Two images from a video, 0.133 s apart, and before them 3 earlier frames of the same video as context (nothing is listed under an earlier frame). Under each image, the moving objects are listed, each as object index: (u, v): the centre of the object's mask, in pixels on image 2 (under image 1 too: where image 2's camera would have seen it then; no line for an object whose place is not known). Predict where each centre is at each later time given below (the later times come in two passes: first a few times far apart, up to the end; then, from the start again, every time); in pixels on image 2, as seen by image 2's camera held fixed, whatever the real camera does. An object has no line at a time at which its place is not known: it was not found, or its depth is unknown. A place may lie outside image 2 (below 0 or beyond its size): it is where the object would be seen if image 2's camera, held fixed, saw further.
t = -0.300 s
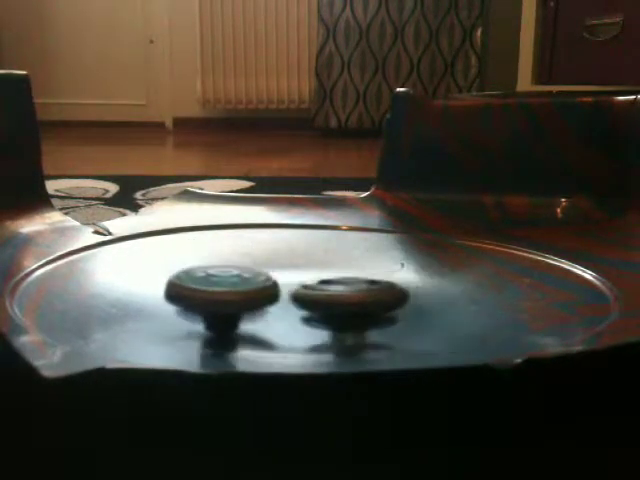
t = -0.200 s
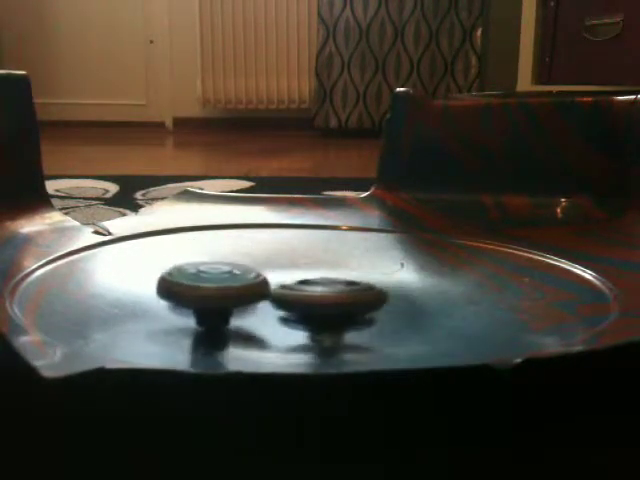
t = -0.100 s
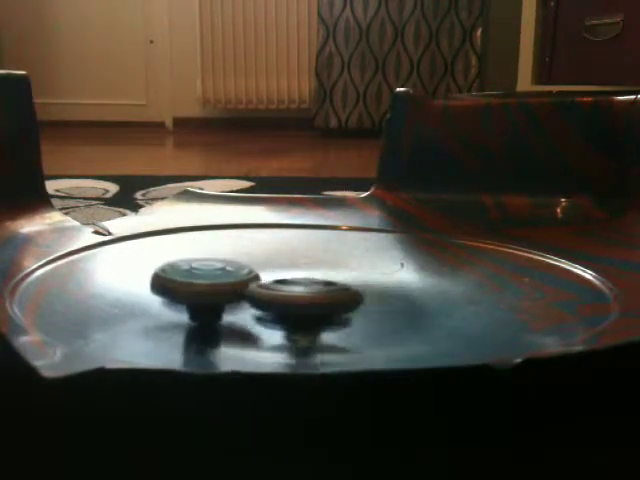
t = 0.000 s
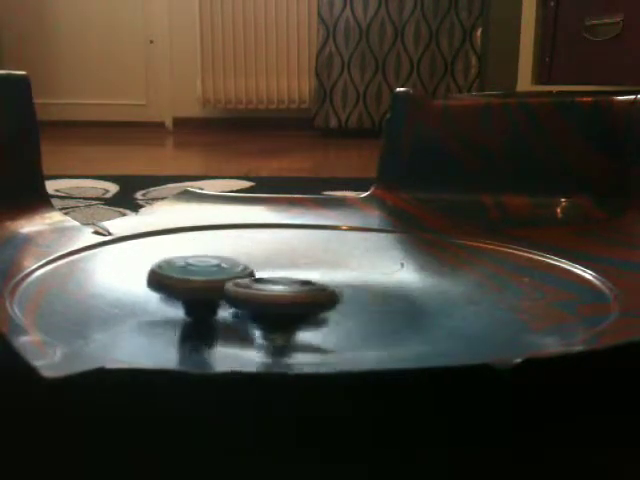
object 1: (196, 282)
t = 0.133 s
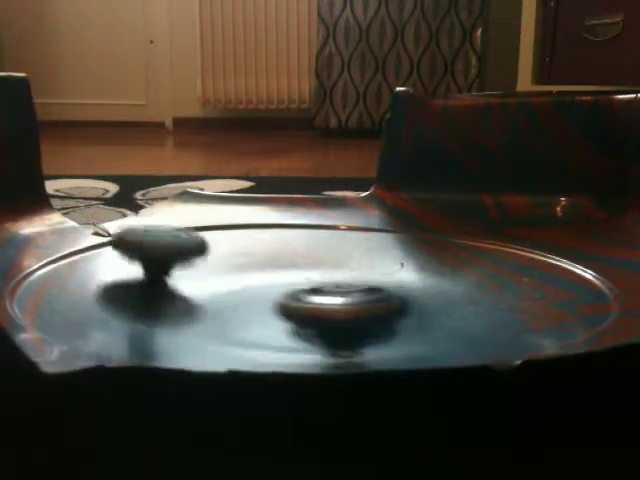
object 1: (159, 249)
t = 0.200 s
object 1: (148, 239)
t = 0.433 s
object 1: (135, 251)
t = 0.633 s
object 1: (195, 277)
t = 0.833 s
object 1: (281, 270)
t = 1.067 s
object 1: (369, 249)
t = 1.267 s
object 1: (386, 242)
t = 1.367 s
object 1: (374, 241)
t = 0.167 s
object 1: (153, 242)
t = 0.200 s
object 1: (148, 239)
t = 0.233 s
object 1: (143, 238)
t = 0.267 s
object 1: (139, 239)
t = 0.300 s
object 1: (137, 241)
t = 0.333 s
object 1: (135, 243)
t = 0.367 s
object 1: (134, 245)
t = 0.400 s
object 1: (134, 248)
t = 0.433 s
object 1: (135, 251)
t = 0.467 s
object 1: (139, 255)
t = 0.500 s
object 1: (147, 260)
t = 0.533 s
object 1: (156, 266)
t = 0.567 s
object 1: (167, 271)
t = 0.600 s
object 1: (181, 275)
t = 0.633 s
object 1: (195, 277)
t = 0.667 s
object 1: (209, 277)
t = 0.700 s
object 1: (224, 277)
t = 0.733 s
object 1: (239, 274)
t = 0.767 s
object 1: (253, 272)
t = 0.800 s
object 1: (267, 271)
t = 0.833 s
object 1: (281, 270)
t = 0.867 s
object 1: (295, 268)
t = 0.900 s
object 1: (307, 266)
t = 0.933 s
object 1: (319, 264)
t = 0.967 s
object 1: (332, 261)
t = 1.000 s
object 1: (344, 257)
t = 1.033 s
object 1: (358, 252)
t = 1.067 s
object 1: (369, 249)
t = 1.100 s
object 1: (377, 248)
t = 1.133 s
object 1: (384, 246)
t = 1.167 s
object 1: (388, 244)
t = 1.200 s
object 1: (389, 243)
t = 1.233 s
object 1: (389, 241)
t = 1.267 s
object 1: (386, 242)
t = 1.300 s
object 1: (383, 240)
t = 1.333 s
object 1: (379, 242)
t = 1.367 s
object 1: (374, 241)
